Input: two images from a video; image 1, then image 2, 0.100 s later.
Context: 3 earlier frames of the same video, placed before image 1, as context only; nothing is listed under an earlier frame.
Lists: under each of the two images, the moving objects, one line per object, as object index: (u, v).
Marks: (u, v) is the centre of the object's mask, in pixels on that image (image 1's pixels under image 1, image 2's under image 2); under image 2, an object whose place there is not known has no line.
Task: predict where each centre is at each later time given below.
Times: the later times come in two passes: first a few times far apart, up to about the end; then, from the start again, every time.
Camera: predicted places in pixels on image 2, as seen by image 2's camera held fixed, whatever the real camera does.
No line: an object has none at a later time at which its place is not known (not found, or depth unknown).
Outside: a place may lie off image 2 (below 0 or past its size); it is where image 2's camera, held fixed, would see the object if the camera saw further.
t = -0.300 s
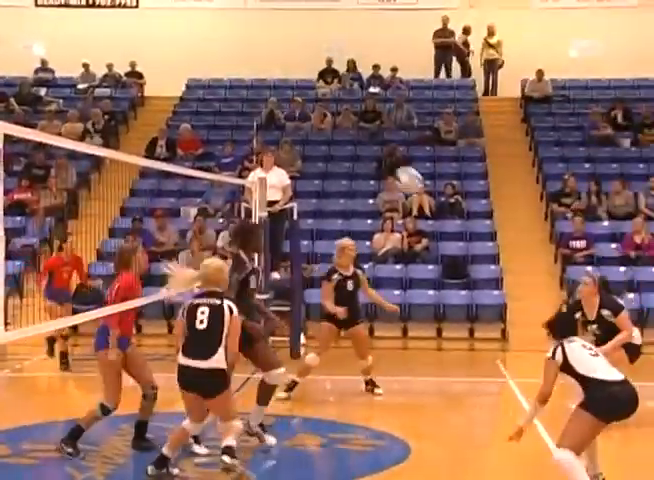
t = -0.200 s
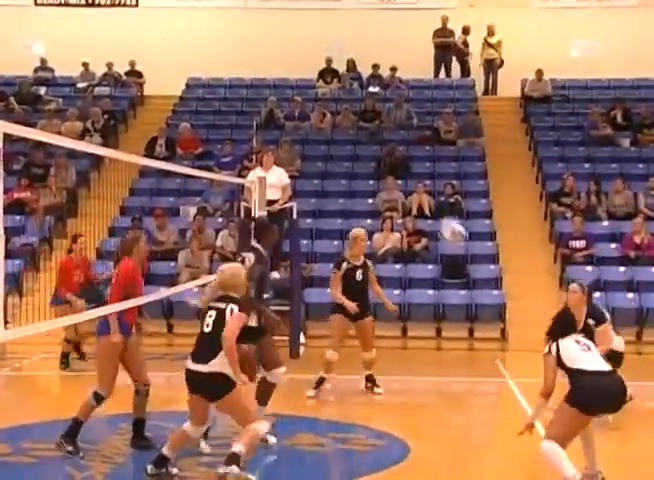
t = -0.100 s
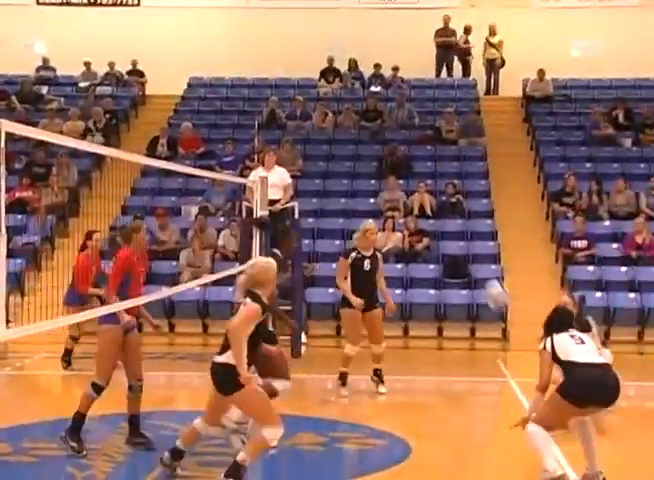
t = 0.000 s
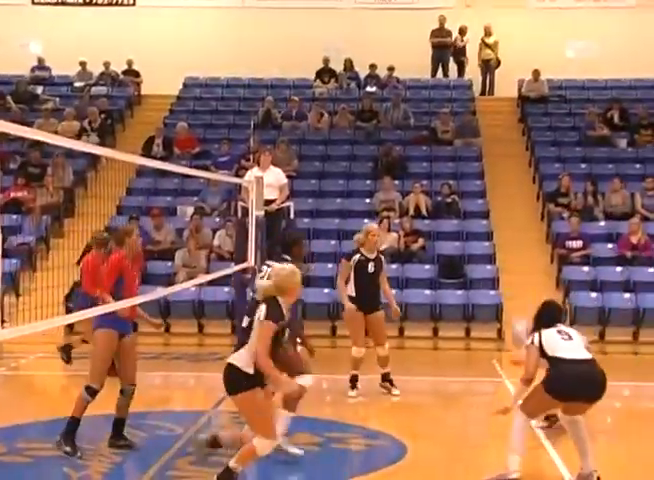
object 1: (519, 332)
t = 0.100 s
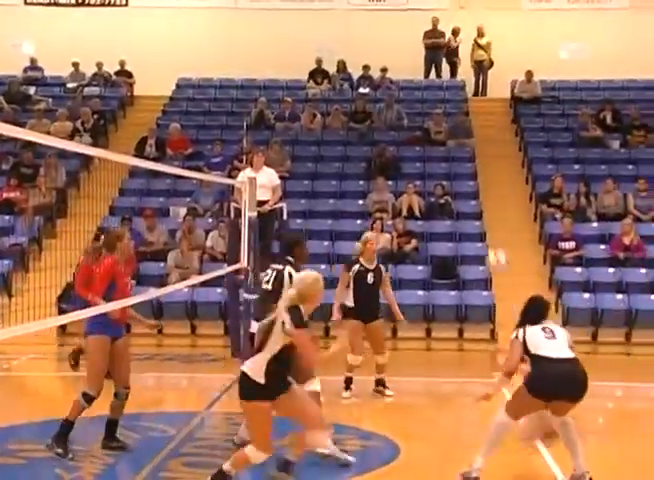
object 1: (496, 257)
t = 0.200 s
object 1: (481, 202)
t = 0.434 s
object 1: (449, 113)
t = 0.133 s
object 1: (491, 237)
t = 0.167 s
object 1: (487, 217)
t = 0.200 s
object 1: (481, 202)
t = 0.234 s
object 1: (477, 185)
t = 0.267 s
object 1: (471, 170)
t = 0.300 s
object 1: (467, 157)
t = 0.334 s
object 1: (462, 144)
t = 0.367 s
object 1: (459, 133)
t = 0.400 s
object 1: (454, 122)
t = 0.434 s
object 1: (449, 113)
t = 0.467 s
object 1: (444, 105)
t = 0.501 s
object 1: (440, 97)
